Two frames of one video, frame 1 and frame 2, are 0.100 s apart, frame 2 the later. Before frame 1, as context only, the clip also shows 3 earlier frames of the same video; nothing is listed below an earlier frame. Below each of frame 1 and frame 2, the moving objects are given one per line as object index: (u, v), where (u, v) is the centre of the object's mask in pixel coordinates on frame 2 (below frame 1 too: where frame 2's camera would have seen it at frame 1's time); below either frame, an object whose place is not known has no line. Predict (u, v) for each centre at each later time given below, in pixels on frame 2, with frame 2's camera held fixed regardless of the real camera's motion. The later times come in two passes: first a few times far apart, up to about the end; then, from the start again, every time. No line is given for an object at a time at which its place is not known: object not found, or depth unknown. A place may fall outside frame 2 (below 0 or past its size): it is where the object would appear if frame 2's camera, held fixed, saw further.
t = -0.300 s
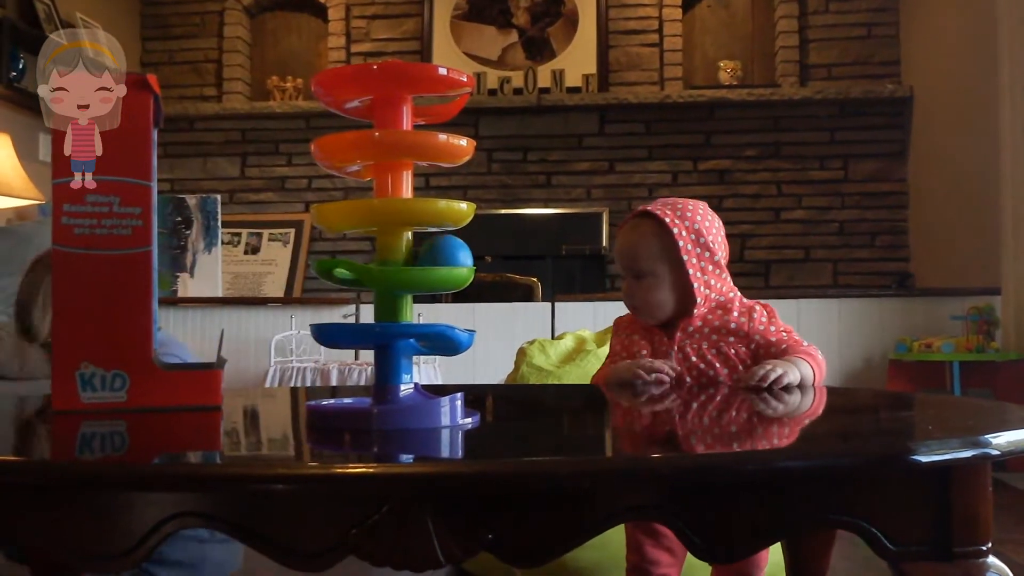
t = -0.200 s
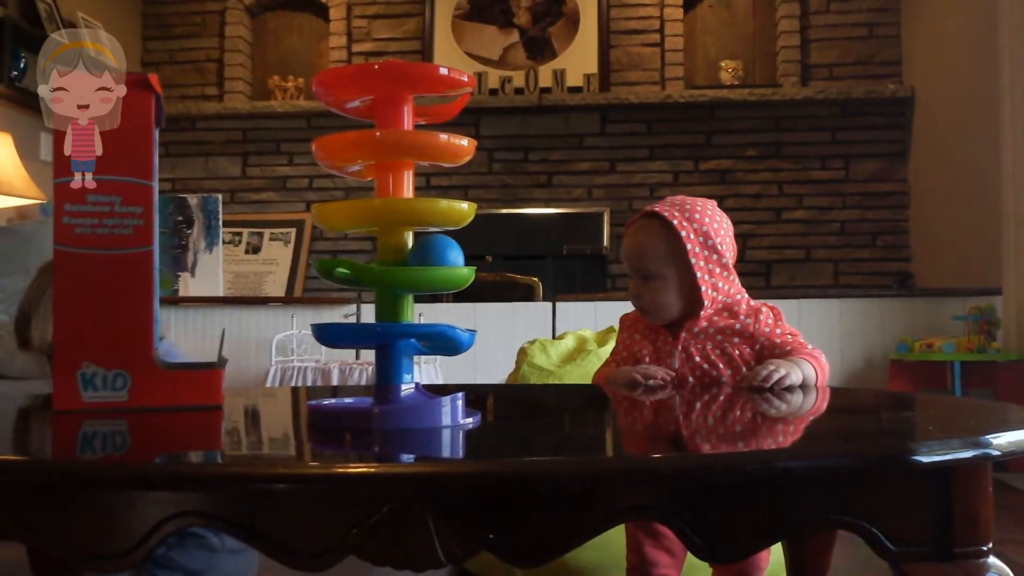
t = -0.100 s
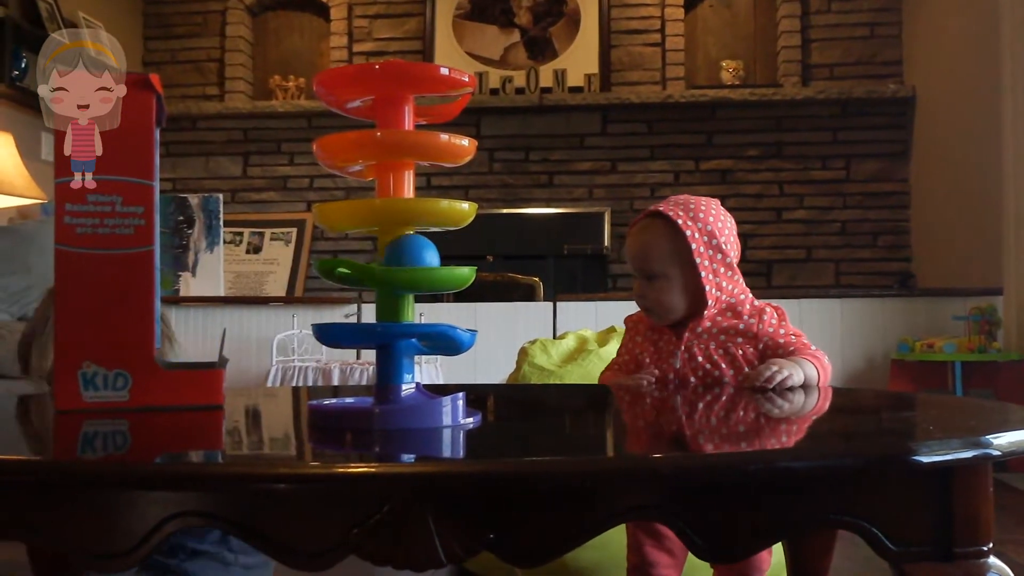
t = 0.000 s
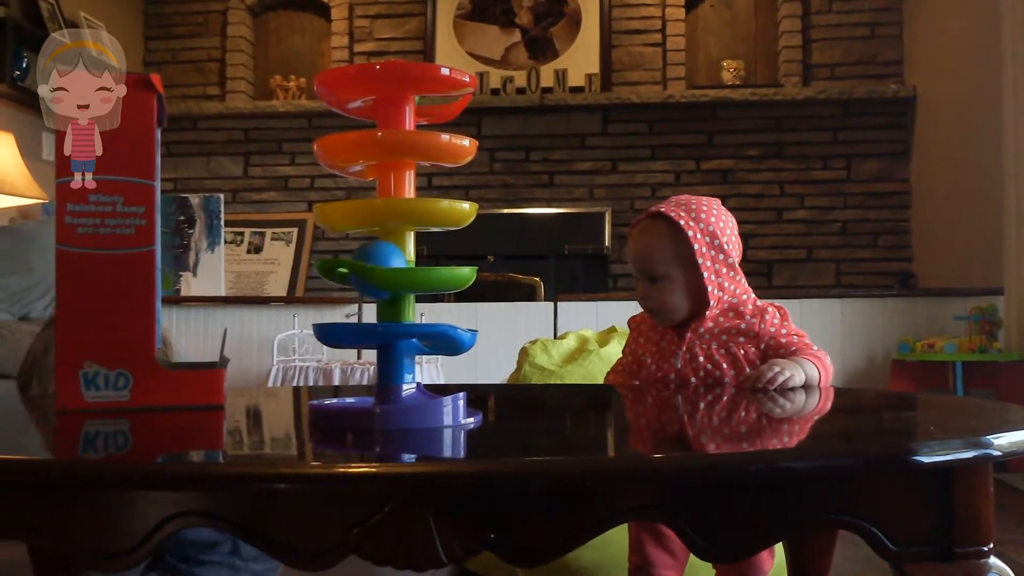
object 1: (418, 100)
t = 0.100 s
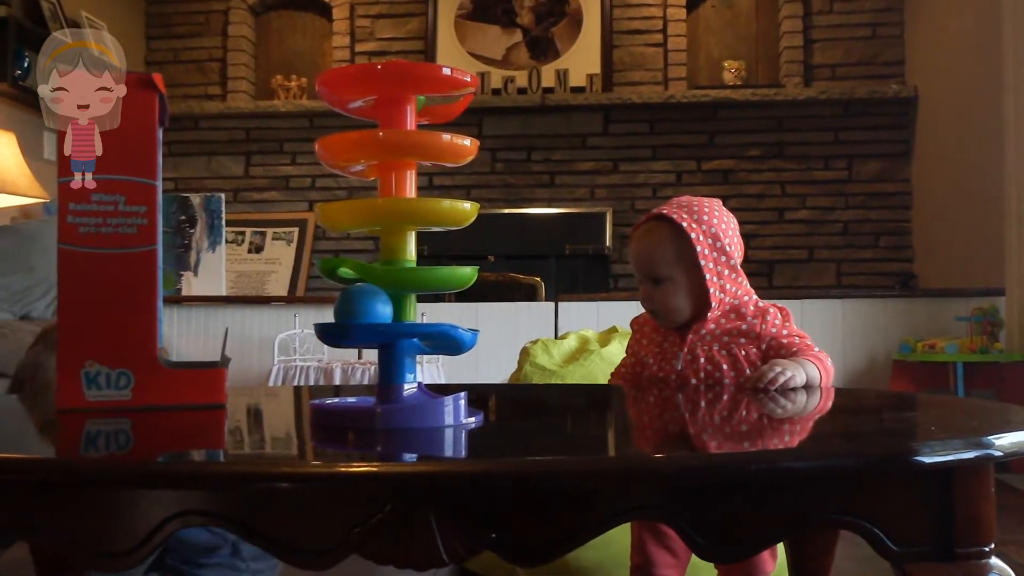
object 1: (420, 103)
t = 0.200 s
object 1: (423, 105)
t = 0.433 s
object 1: (436, 109)
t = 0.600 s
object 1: (448, 118)
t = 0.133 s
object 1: (421, 103)
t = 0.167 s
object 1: (422, 104)
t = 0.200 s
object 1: (423, 105)
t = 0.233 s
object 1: (425, 106)
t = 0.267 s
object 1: (427, 106)
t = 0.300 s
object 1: (428, 106)
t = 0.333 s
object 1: (430, 107)
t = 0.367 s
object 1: (431, 107)
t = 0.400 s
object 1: (434, 108)
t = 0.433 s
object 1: (436, 109)
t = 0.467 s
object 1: (440, 109)
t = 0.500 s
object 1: (443, 111)
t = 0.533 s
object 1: (448, 114)
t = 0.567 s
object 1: (453, 123)
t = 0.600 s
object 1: (448, 118)
